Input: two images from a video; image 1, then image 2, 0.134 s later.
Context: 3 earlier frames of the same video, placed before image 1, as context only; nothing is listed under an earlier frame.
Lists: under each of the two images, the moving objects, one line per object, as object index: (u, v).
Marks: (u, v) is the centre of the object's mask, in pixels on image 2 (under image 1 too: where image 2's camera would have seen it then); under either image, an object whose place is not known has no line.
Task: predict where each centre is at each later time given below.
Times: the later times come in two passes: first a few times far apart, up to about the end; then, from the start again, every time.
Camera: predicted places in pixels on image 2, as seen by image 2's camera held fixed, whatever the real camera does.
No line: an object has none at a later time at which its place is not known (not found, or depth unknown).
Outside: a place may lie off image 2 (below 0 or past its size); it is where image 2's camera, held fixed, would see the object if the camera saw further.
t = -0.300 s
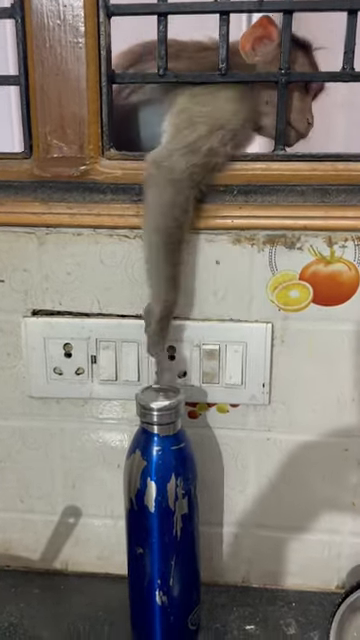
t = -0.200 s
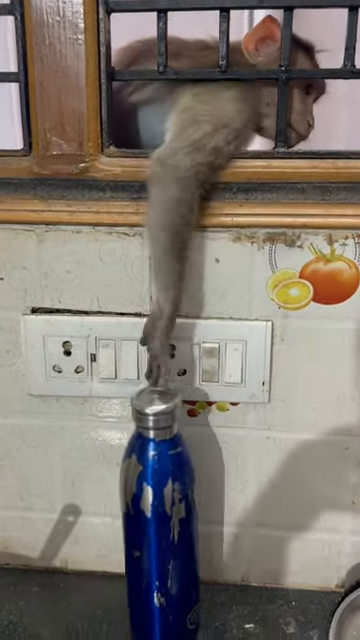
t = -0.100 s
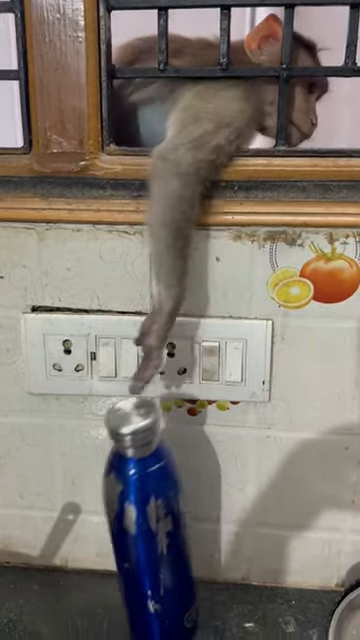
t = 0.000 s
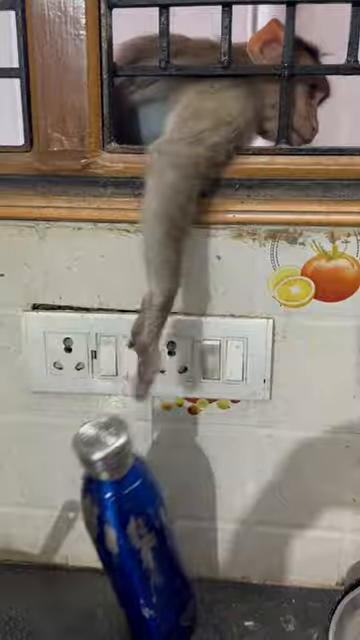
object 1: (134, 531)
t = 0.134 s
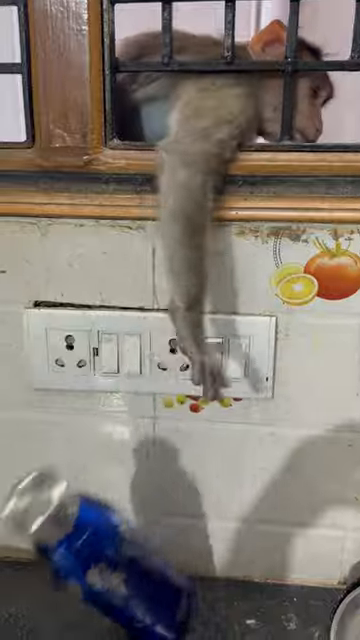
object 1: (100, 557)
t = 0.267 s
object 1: (110, 609)
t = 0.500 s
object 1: (116, 619)
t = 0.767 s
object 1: (72, 614)
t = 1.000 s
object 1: (25, 617)
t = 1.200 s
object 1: (2, 615)
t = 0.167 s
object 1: (93, 573)
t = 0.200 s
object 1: (90, 596)
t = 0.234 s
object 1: (103, 606)
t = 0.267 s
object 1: (110, 609)
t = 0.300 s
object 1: (113, 608)
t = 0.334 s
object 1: (110, 609)
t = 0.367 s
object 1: (117, 613)
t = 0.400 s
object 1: (122, 618)
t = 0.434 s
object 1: (118, 619)
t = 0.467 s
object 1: (118, 620)
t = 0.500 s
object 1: (116, 619)
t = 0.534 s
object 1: (112, 618)
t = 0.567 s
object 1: (107, 619)
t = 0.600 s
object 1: (100, 619)
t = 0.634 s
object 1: (95, 617)
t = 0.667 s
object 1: (90, 617)
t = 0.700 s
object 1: (85, 616)
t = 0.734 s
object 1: (79, 614)
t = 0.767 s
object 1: (72, 614)
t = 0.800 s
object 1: (65, 615)
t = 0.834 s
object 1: (57, 616)
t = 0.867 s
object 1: (49, 617)
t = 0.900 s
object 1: (42, 616)
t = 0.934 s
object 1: (34, 616)
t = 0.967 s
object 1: (29, 617)
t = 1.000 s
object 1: (25, 617)
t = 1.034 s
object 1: (20, 617)
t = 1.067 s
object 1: (16, 616)
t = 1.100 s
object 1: (12, 616)
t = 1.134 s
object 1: (9, 615)
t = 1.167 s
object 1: (6, 614)
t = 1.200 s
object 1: (2, 615)
